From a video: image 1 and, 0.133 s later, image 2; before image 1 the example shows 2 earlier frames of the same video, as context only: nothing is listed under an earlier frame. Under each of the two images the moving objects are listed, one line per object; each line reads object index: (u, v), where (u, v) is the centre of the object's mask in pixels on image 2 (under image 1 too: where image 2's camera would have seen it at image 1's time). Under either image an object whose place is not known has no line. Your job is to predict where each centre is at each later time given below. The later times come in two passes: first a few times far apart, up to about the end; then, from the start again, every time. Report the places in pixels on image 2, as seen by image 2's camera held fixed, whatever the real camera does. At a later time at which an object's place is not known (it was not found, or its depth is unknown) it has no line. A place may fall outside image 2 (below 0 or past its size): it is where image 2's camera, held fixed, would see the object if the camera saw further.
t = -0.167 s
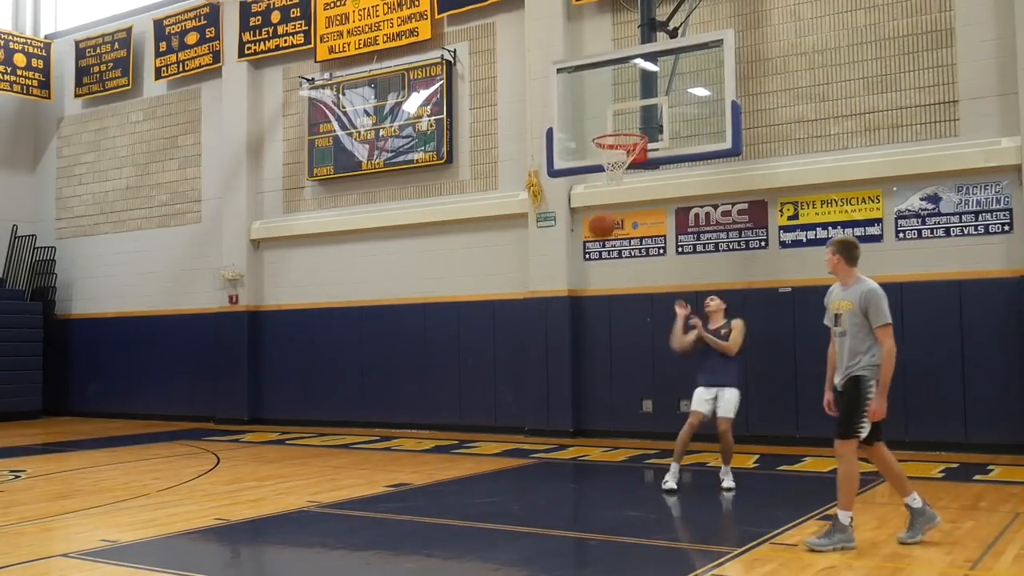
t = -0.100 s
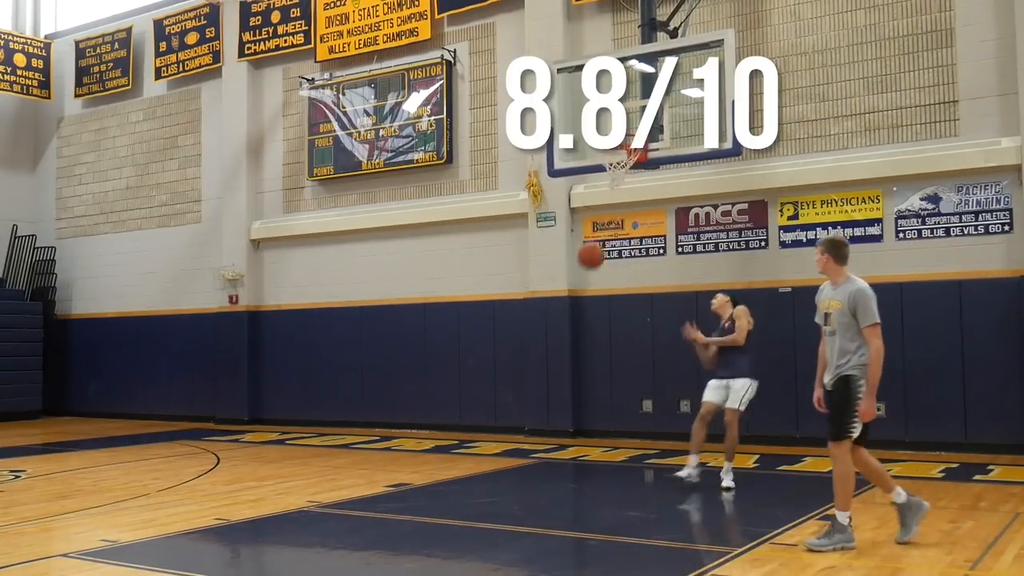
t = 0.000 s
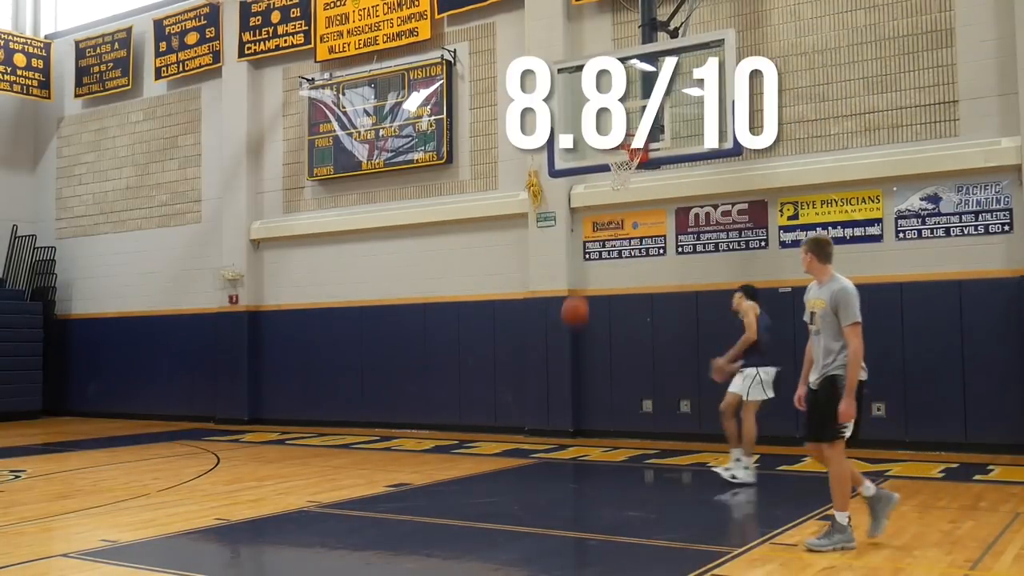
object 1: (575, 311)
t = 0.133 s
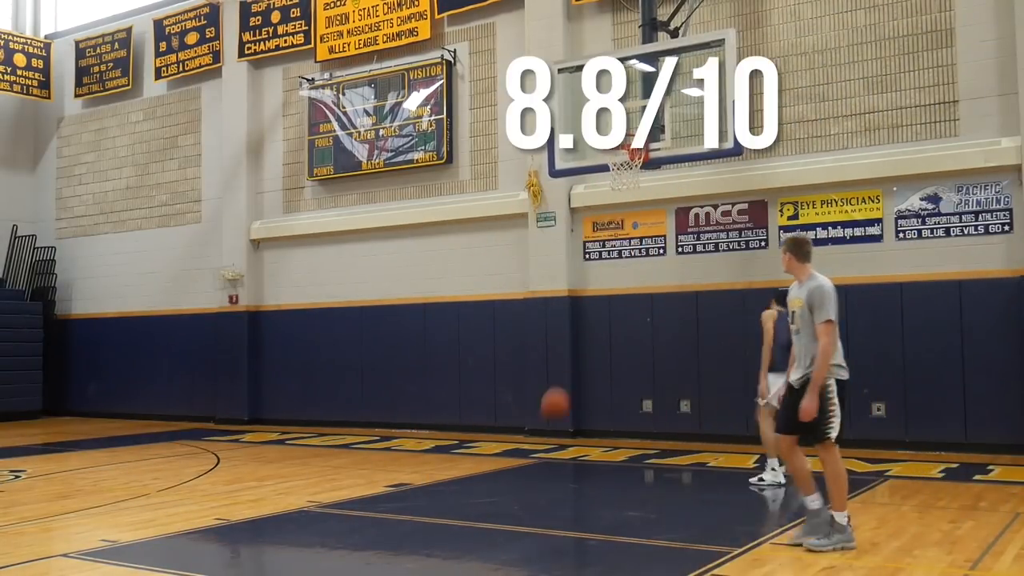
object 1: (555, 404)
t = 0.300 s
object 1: (534, 434)
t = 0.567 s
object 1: (510, 321)
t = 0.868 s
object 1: (486, 290)
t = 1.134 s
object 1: (465, 346)
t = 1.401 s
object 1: (447, 485)
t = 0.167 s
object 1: (550, 429)
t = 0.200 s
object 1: (544, 461)
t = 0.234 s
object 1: (540, 477)
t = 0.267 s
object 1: (537, 457)
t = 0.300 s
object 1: (534, 434)
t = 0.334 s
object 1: (531, 418)
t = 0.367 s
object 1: (528, 399)
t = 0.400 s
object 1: (525, 383)
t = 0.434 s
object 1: (522, 368)
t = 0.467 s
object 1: (519, 355)
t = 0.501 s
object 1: (516, 342)
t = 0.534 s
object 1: (514, 332)
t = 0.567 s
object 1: (510, 321)
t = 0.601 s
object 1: (508, 314)
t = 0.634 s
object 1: (506, 307)
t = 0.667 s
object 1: (503, 301)
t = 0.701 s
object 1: (499, 295)
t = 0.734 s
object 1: (496, 292)
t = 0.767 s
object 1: (494, 290)
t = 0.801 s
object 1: (491, 288)
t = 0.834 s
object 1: (489, 289)
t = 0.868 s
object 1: (486, 290)
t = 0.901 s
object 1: (483, 293)
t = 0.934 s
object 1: (480, 297)
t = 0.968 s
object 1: (478, 302)
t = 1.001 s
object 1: (475, 309)
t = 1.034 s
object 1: (473, 315)
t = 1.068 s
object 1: (470, 324)
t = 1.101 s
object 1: (468, 335)
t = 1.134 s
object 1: (465, 346)
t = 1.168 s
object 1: (463, 359)
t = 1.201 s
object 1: (460, 373)
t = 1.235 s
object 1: (458, 389)
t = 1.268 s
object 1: (455, 406)
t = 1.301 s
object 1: (453, 424)
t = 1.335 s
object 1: (450, 444)
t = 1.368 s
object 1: (449, 466)
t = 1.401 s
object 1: (447, 485)
